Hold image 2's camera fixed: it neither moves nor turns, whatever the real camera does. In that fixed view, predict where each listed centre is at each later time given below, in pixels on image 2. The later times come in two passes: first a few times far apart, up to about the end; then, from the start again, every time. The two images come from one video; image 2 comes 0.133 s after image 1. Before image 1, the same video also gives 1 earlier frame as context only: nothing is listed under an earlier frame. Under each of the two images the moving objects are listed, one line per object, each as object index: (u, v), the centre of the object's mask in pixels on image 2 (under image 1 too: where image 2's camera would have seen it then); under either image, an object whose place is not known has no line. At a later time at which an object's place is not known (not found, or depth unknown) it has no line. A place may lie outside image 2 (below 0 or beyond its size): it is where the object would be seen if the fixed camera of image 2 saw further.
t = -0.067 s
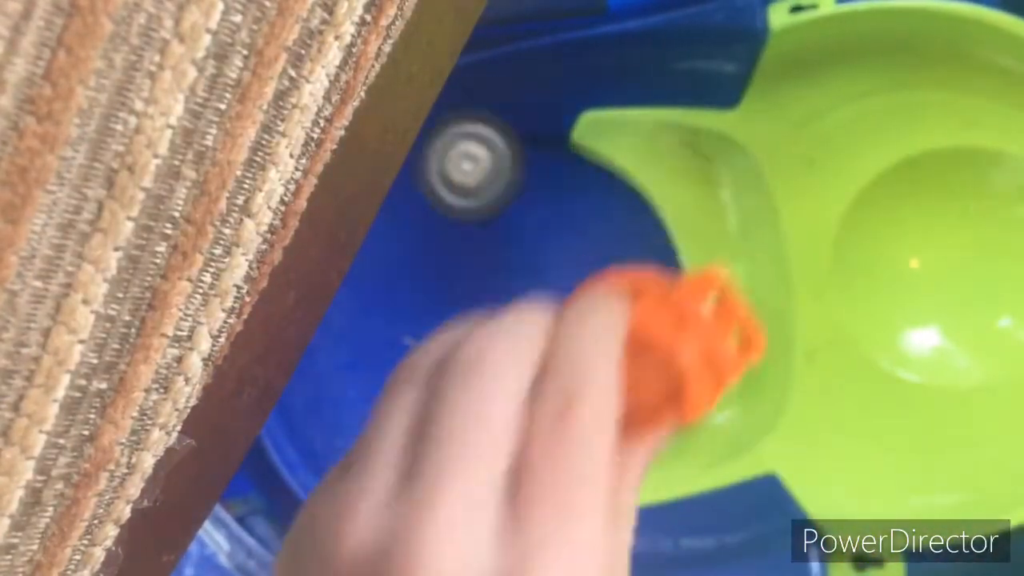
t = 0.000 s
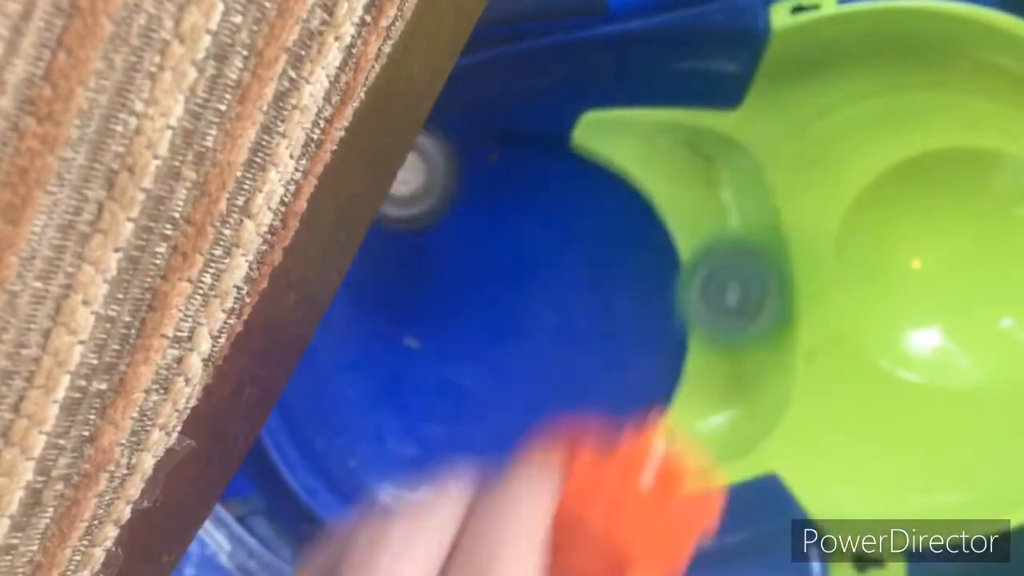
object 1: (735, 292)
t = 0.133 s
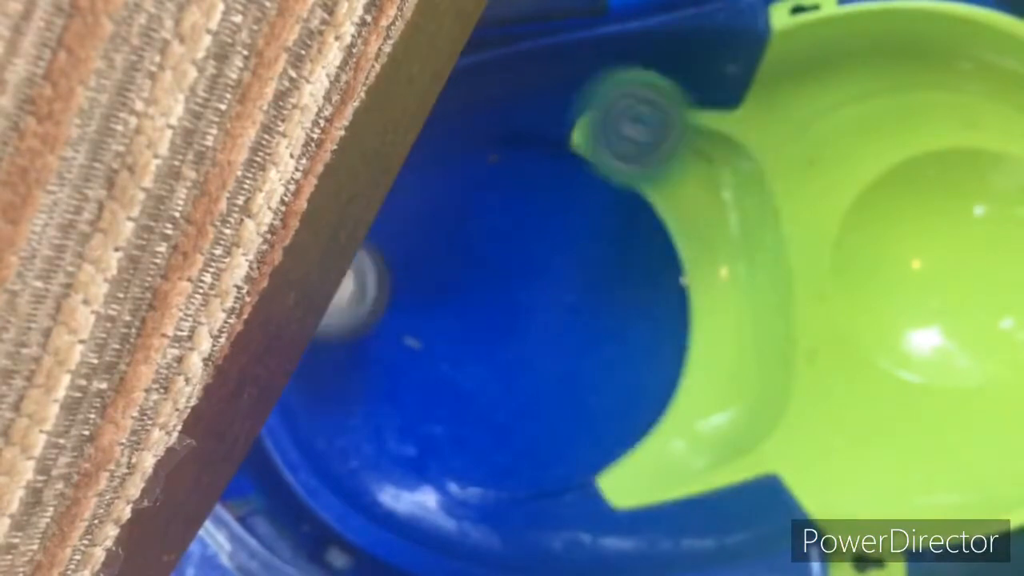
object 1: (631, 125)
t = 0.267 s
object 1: (436, 164)
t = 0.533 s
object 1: (525, 518)
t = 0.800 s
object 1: (844, 91)
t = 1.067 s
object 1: (607, 235)
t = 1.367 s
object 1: (477, 498)
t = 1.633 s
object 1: (601, 377)
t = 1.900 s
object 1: (386, 258)
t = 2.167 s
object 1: (410, 433)
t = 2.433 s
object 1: (625, 213)
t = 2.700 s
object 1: (428, 210)
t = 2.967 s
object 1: (501, 404)
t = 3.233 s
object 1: (668, 300)
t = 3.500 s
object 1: (459, 213)
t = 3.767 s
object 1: (378, 406)
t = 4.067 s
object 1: (611, 337)
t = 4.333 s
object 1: (548, 171)
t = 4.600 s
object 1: (373, 285)
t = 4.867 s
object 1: (535, 519)
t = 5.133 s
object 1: (758, 248)
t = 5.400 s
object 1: (680, 258)
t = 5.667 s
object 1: (684, 371)
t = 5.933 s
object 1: (659, 197)
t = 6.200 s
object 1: (476, 216)
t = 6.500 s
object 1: (488, 294)
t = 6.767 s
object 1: (563, 395)
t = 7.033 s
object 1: (495, 403)
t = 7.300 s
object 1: (406, 271)
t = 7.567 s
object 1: (445, 177)
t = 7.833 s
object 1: (554, 233)
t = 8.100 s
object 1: (652, 336)
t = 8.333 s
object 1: (641, 323)
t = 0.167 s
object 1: (577, 112)
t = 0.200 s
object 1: (524, 111)
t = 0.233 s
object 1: (475, 127)
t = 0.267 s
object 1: (436, 164)
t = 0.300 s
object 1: (399, 217)
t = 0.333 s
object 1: (369, 273)
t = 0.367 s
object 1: (344, 335)
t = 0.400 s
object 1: (330, 393)
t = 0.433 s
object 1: (337, 450)
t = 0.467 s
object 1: (382, 494)
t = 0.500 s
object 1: (448, 519)
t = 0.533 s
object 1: (525, 518)
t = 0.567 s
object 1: (598, 507)
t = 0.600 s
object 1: (679, 473)
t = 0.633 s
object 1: (747, 424)
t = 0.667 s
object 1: (788, 350)
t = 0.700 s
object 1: (813, 273)
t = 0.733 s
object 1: (832, 203)
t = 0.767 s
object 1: (843, 142)
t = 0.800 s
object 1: (844, 91)
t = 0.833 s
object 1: (828, 56)
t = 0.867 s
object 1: (807, 57)
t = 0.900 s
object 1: (782, 71)
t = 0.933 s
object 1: (749, 95)
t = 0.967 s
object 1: (716, 126)
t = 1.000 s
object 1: (677, 167)
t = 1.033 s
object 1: (643, 203)
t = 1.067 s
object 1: (607, 235)
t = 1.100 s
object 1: (573, 267)
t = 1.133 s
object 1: (544, 299)
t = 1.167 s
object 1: (518, 333)
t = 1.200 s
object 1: (496, 364)
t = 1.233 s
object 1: (479, 396)
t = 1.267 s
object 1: (469, 427)
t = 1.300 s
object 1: (464, 455)
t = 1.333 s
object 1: (467, 481)
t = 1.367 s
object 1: (477, 498)
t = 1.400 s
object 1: (492, 509)
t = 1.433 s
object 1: (513, 512)
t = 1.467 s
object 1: (536, 508)
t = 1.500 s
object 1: (558, 495)
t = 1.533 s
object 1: (579, 473)
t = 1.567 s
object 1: (593, 442)
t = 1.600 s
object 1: (603, 410)
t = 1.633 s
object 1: (601, 377)
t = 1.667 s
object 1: (591, 344)
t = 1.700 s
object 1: (571, 313)
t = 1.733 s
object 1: (545, 286)
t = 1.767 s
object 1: (514, 266)
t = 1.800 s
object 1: (480, 254)
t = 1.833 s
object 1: (441, 247)
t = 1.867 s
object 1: (409, 249)
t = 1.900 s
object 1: (386, 258)
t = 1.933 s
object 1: (366, 272)
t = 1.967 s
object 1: (349, 294)
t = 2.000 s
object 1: (335, 318)
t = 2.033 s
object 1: (328, 344)
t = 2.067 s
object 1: (328, 369)
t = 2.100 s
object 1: (338, 393)
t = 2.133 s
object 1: (370, 418)
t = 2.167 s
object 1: (410, 433)
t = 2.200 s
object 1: (453, 435)
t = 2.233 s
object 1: (495, 425)
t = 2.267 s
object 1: (532, 404)
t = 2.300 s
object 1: (565, 374)
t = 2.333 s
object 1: (592, 336)
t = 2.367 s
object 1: (616, 291)
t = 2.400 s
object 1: (626, 251)
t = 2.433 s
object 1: (625, 213)
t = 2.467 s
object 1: (608, 181)
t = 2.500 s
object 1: (584, 161)
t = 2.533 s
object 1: (551, 158)
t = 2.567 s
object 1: (516, 158)
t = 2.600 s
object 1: (485, 161)
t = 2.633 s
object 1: (460, 171)
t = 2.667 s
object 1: (442, 188)
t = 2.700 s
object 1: (428, 210)
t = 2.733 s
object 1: (416, 236)
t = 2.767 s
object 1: (408, 264)
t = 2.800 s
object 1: (407, 292)
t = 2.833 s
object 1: (415, 321)
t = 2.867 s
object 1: (428, 347)
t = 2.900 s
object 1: (448, 370)
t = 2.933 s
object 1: (475, 390)
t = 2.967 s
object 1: (501, 404)
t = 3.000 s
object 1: (529, 413)
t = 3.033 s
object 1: (559, 418)
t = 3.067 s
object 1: (585, 414)
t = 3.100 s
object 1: (611, 400)
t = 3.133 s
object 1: (635, 381)
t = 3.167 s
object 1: (658, 359)
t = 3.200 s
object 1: (671, 332)
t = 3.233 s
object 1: (668, 300)
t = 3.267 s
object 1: (657, 272)
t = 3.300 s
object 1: (640, 251)
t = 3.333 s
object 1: (614, 234)
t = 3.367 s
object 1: (585, 218)
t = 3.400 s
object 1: (554, 208)
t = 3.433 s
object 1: (523, 204)
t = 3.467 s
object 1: (490, 206)
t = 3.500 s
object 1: (459, 213)
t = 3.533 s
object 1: (431, 227)
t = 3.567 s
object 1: (409, 248)
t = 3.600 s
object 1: (391, 272)
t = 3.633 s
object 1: (376, 298)
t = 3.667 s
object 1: (366, 325)
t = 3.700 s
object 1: (360, 351)
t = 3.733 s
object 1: (363, 378)
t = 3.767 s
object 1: (378, 406)
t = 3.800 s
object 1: (401, 429)
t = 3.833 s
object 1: (433, 443)
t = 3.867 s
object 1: (465, 450)
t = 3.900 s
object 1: (496, 447)
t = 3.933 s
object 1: (527, 435)
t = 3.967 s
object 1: (555, 417)
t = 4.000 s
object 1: (579, 393)
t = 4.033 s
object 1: (597, 366)
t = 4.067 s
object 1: (611, 337)
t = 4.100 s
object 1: (621, 307)
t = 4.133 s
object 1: (626, 280)
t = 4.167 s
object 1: (622, 254)
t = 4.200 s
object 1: (613, 233)
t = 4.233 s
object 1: (601, 215)
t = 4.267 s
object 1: (587, 198)
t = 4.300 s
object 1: (569, 183)
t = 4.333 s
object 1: (548, 171)
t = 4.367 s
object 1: (526, 164)
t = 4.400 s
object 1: (503, 163)
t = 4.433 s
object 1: (482, 168)
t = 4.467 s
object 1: (461, 180)
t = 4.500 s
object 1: (438, 195)
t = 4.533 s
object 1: (413, 222)
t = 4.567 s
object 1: (392, 253)
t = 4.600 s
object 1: (373, 285)
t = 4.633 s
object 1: (356, 323)
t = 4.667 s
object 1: (349, 359)
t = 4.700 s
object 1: (350, 393)
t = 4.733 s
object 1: (366, 431)
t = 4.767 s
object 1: (396, 476)
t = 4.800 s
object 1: (433, 509)
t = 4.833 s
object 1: (483, 520)
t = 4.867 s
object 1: (535, 519)
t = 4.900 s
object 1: (581, 510)
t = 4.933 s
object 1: (621, 488)
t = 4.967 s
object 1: (649, 457)
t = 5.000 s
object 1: (679, 416)
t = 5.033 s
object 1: (705, 374)
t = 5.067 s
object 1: (733, 333)
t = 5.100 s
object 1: (748, 297)
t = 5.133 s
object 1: (758, 248)
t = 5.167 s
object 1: (746, 207)
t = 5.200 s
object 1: (720, 173)
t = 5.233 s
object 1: (698, 170)
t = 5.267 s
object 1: (691, 185)
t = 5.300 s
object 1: (686, 202)
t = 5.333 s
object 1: (686, 222)
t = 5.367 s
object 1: (681, 239)
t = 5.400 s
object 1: (680, 258)
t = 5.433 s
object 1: (681, 273)
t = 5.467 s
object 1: (685, 292)
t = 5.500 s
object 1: (684, 308)
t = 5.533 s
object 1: (687, 326)
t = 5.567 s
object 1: (688, 339)
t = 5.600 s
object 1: (689, 354)
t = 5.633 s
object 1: (685, 363)
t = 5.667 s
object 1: (684, 371)
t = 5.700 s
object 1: (687, 372)
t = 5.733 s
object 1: (729, 359)
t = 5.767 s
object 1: (740, 317)
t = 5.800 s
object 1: (736, 286)
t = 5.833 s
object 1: (711, 252)
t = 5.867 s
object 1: (691, 226)
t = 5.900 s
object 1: (673, 210)
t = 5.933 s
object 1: (659, 197)
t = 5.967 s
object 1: (641, 195)
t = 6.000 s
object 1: (614, 197)
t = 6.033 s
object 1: (587, 196)
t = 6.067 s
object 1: (565, 196)
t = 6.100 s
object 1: (541, 201)
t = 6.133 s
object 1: (518, 206)
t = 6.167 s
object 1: (497, 211)
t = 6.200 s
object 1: (476, 216)
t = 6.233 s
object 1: (455, 224)
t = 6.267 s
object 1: (446, 231)
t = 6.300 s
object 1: (443, 240)
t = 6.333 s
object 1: (446, 244)
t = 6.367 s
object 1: (446, 256)
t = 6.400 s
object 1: (454, 266)
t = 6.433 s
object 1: (464, 273)
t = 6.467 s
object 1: (476, 282)
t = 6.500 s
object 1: (488, 294)
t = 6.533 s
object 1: (499, 306)
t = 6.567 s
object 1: (515, 320)
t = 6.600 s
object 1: (527, 337)
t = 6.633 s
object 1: (536, 350)
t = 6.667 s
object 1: (544, 358)
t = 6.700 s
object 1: (551, 367)
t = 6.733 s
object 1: (560, 381)
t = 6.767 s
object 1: (563, 395)
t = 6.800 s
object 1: (561, 404)
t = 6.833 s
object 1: (564, 411)
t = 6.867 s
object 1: (563, 416)
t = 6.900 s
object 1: (559, 419)
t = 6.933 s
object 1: (556, 418)
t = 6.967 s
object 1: (546, 415)
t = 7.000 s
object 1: (517, 413)
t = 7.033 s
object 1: (495, 403)
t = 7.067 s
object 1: (476, 395)
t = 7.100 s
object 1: (456, 384)
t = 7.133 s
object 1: (445, 369)
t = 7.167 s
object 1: (433, 355)
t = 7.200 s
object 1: (423, 334)
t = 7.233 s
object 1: (416, 315)
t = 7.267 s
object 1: (410, 294)
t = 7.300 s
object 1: (406, 271)
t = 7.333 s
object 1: (405, 252)
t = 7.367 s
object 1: (406, 236)
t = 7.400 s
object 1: (410, 220)
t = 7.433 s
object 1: (415, 206)
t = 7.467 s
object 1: (423, 195)
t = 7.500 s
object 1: (430, 187)
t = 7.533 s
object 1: (437, 181)
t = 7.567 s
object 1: (445, 177)
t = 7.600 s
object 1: (454, 176)
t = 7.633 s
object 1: (466, 179)
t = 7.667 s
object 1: (479, 183)
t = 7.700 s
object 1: (493, 188)
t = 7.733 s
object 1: (507, 198)
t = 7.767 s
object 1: (521, 208)
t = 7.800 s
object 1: (536, 220)
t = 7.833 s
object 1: (554, 233)
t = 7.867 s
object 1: (570, 247)
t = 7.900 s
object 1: (588, 262)
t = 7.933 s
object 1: (602, 275)
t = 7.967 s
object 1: (615, 289)
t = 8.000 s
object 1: (626, 301)
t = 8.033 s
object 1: (636, 314)
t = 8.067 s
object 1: (646, 326)
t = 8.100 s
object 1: (652, 336)
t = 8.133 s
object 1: (656, 341)
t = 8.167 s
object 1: (655, 344)
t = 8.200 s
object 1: (654, 344)
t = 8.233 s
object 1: (653, 342)
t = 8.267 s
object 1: (650, 340)
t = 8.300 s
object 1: (644, 333)
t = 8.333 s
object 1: (641, 323)
